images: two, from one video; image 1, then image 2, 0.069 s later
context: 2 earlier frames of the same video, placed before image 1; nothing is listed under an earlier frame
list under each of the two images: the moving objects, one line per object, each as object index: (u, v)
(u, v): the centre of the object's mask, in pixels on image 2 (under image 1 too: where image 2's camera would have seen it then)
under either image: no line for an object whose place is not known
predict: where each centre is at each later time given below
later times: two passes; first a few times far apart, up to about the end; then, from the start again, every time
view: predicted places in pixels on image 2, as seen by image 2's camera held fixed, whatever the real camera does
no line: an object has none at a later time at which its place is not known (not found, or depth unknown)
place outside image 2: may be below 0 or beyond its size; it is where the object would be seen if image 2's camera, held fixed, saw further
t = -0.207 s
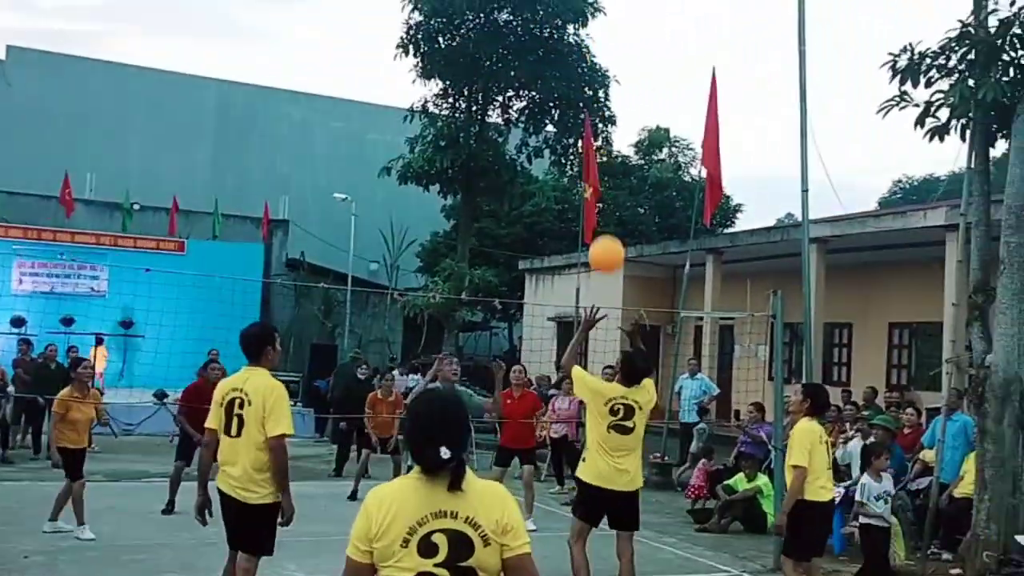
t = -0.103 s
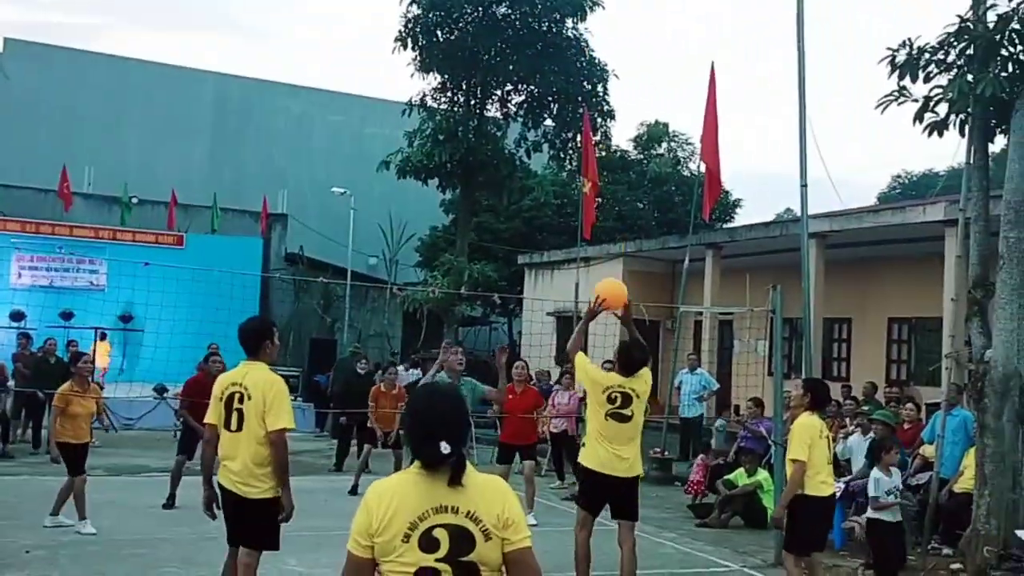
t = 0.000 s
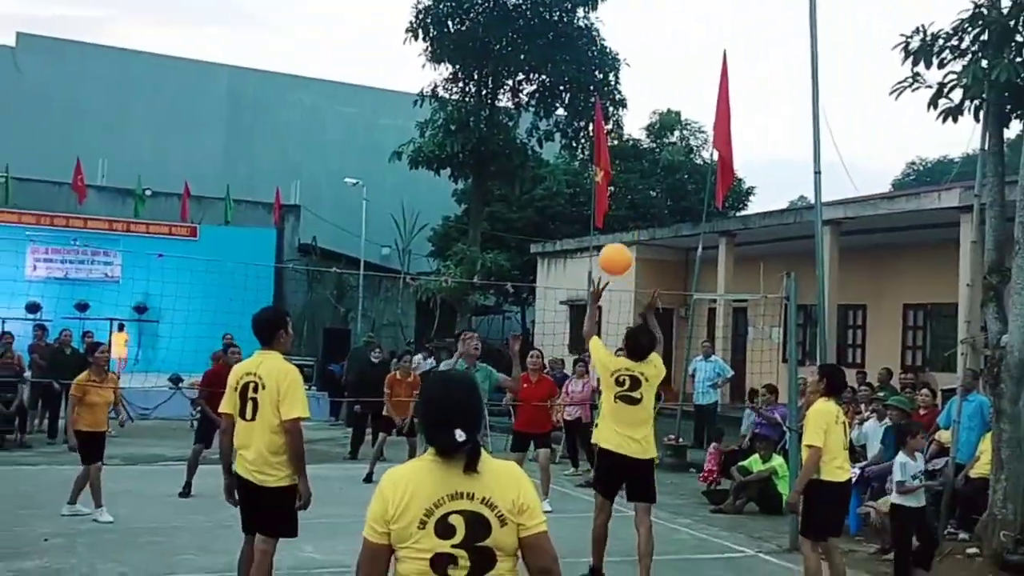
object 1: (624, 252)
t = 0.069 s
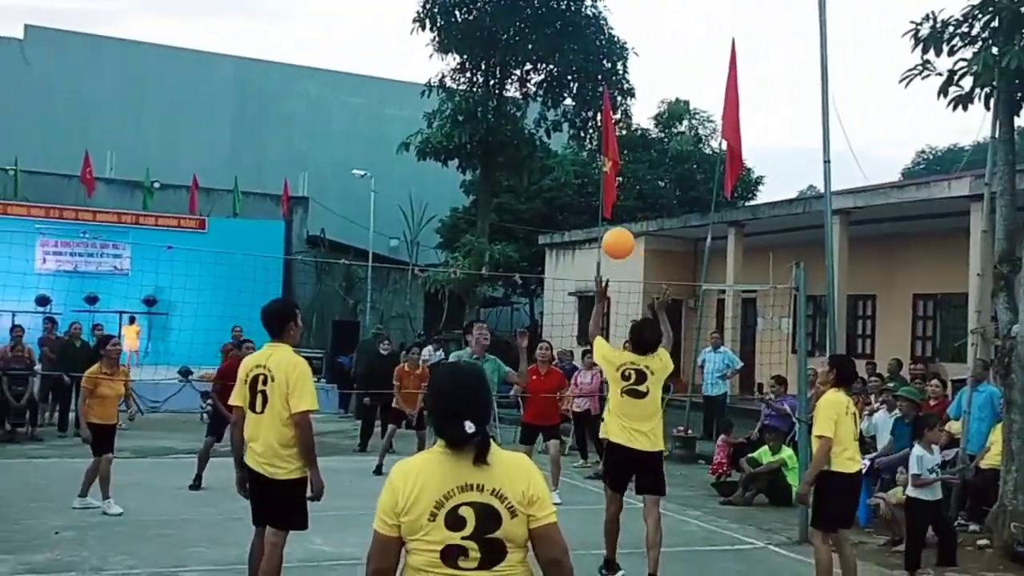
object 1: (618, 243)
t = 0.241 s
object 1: (606, 252)
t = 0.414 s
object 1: (595, 290)
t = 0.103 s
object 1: (615, 242)
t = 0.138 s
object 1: (614, 243)
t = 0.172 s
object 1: (611, 245)
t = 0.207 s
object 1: (609, 248)
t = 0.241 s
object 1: (606, 252)
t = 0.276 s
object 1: (604, 259)
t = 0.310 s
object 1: (601, 267)
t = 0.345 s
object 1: (600, 273)
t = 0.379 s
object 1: (597, 280)
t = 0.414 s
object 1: (595, 290)
